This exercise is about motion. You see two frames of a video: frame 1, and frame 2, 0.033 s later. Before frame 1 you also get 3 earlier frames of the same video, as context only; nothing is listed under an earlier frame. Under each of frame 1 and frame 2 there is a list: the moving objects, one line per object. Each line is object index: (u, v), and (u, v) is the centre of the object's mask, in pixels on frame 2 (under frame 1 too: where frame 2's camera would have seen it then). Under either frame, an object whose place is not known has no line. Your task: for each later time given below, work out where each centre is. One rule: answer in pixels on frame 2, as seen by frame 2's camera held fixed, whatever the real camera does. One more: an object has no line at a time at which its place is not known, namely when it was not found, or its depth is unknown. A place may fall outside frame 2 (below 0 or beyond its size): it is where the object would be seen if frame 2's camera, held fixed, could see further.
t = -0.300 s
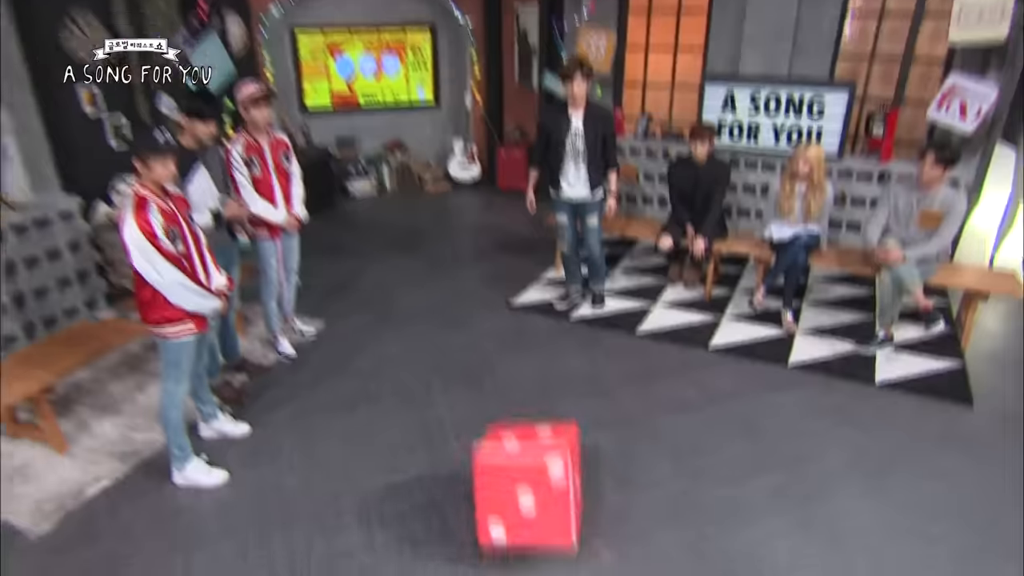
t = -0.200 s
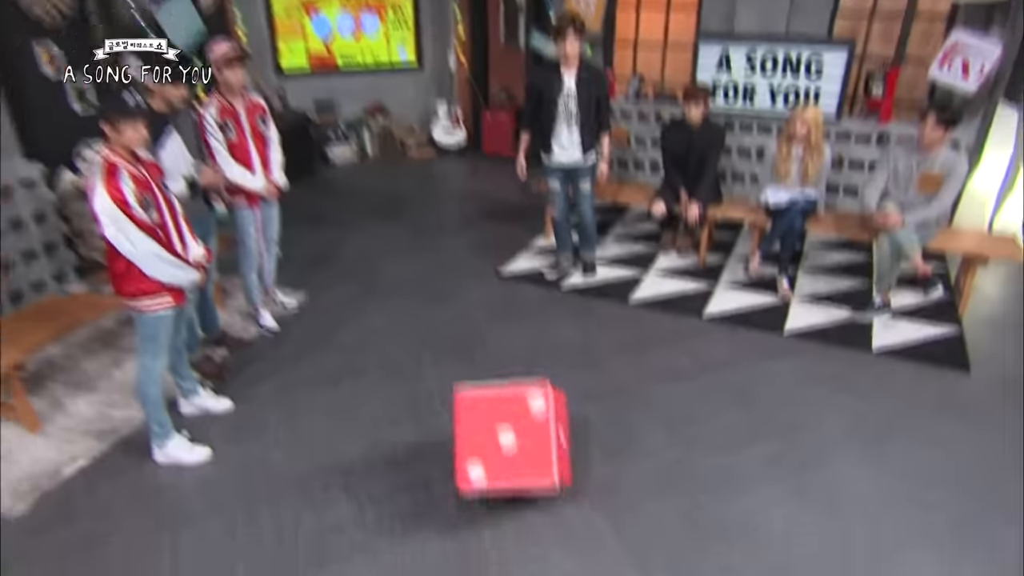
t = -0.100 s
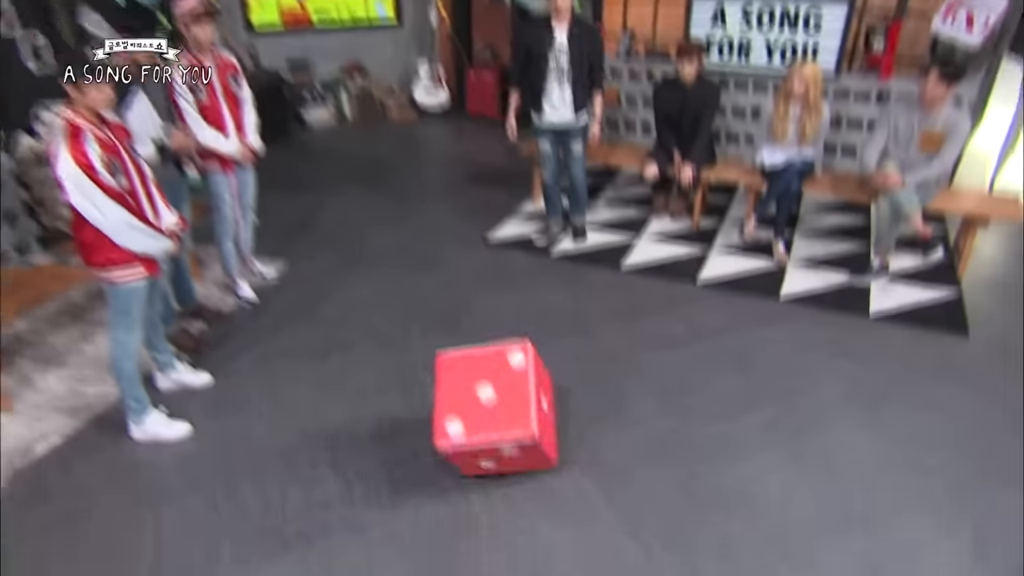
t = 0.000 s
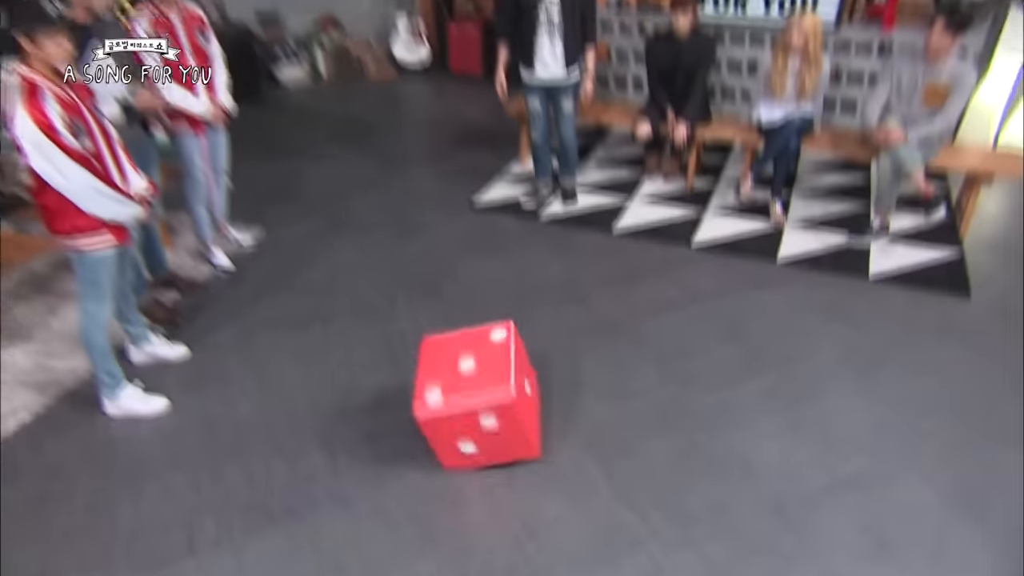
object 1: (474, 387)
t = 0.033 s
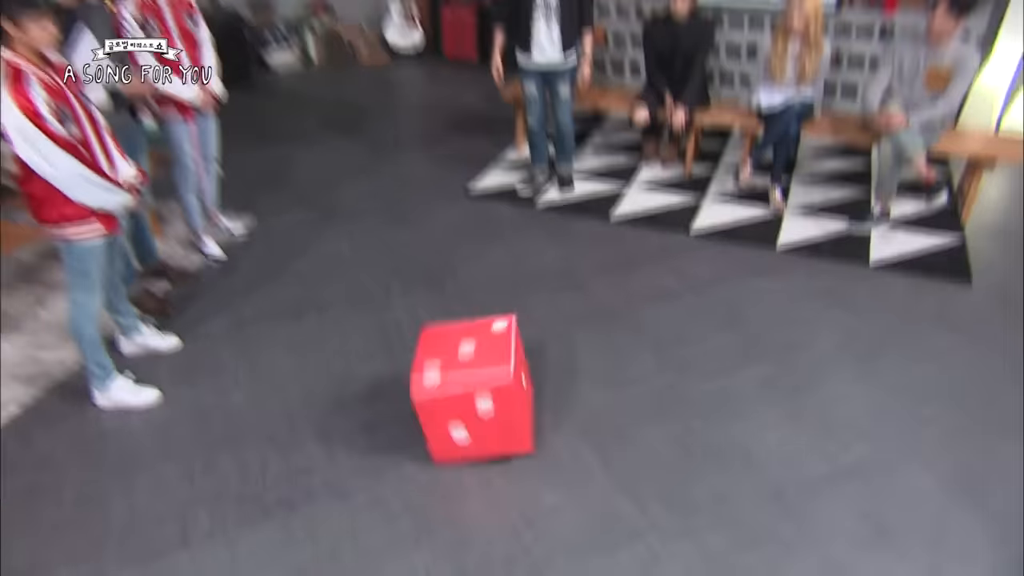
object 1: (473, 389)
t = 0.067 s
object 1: (473, 388)
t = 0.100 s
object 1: (474, 384)
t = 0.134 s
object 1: (476, 379)
